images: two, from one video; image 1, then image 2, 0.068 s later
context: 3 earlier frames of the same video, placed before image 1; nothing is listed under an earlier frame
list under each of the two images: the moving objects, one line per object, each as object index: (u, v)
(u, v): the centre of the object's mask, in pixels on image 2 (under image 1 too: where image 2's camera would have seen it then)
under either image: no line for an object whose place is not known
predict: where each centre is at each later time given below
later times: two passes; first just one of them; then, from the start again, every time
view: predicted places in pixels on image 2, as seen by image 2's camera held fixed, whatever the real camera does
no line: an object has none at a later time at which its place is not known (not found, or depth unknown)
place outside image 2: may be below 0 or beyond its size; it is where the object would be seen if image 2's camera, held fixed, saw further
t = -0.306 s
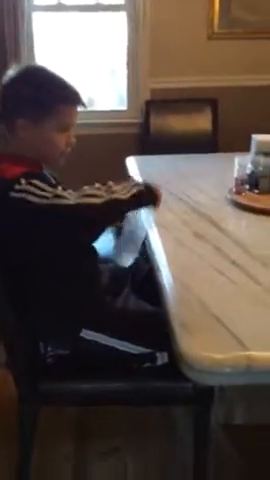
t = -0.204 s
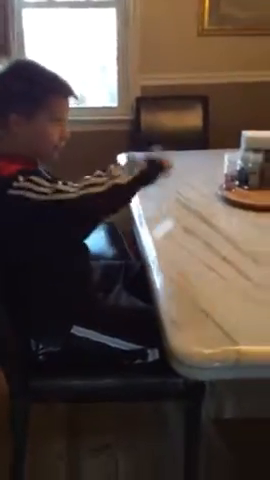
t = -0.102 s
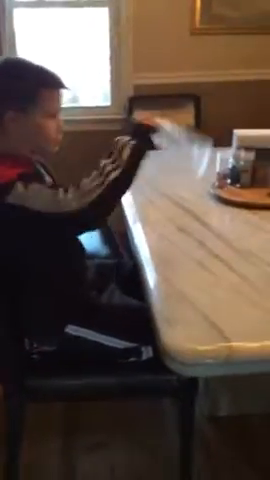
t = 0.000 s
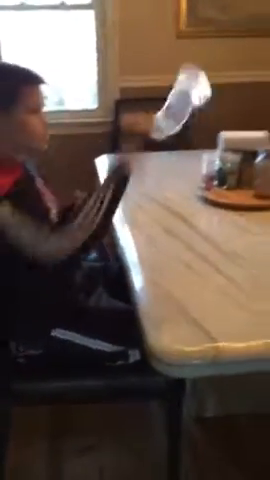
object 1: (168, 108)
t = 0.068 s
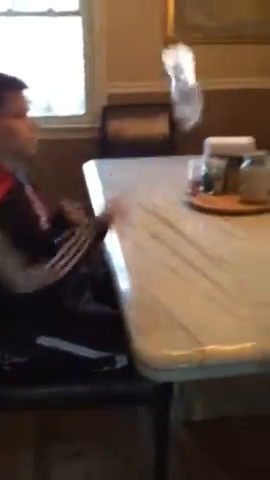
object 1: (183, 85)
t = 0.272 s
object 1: (191, 83)
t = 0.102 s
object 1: (189, 73)
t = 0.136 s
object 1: (192, 64)
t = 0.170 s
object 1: (192, 60)
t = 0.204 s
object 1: (192, 63)
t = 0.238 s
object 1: (191, 70)
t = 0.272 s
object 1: (191, 83)
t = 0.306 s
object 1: (189, 101)
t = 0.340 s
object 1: (187, 123)
